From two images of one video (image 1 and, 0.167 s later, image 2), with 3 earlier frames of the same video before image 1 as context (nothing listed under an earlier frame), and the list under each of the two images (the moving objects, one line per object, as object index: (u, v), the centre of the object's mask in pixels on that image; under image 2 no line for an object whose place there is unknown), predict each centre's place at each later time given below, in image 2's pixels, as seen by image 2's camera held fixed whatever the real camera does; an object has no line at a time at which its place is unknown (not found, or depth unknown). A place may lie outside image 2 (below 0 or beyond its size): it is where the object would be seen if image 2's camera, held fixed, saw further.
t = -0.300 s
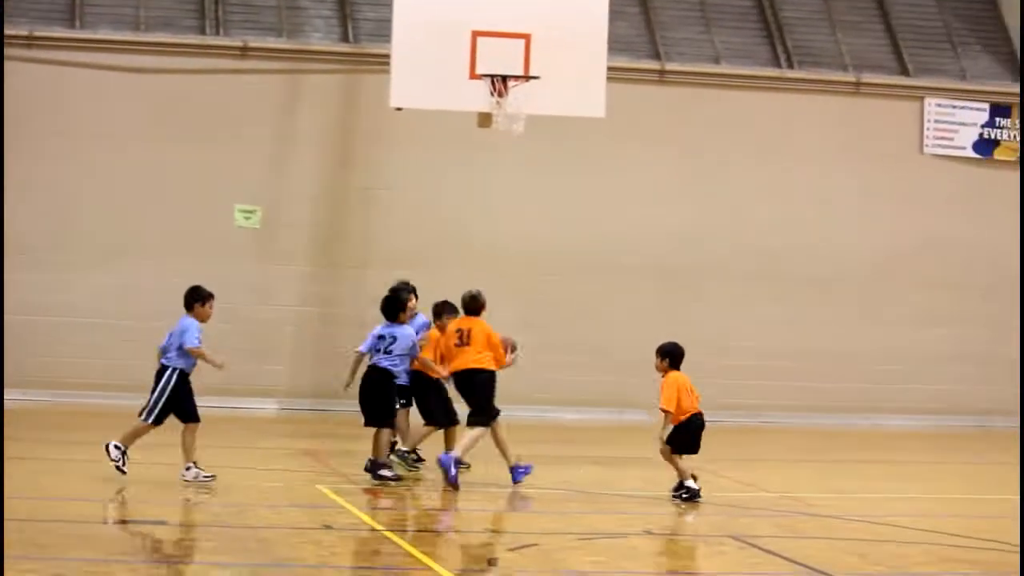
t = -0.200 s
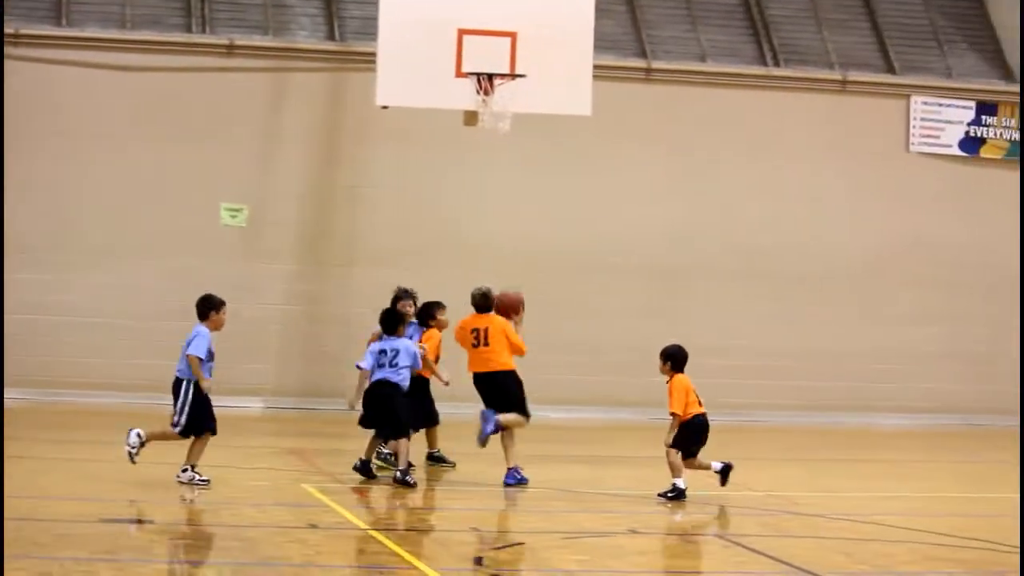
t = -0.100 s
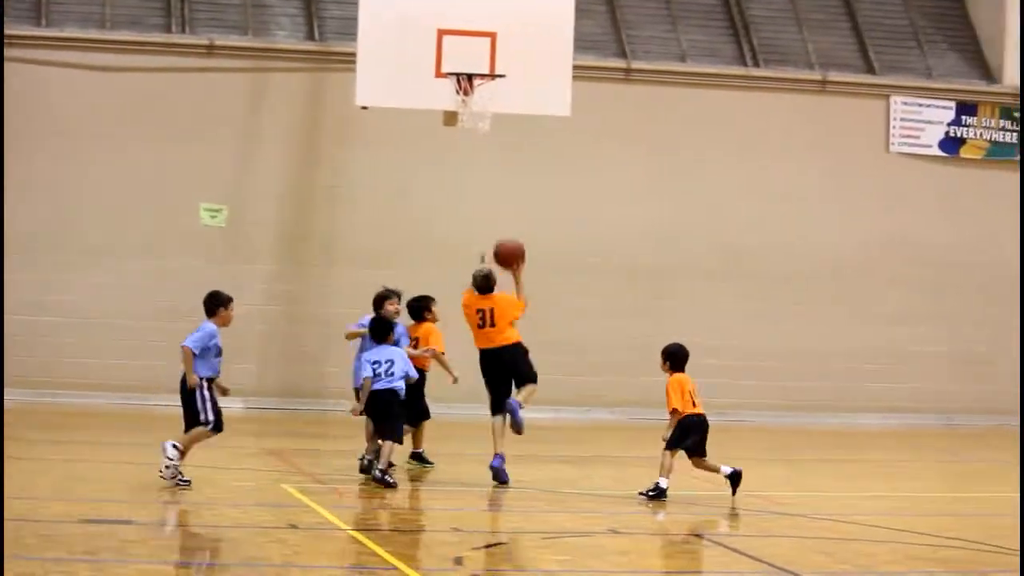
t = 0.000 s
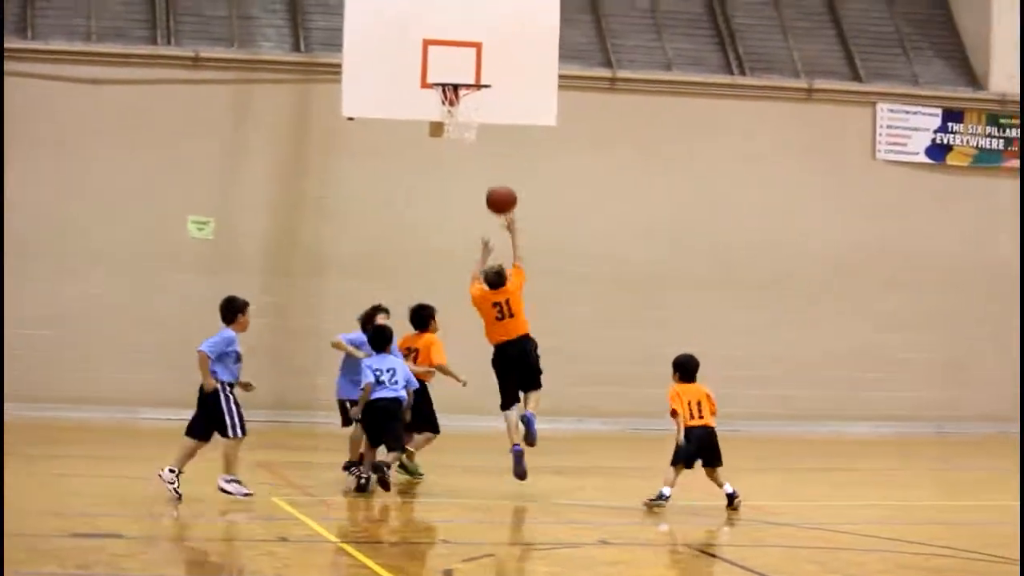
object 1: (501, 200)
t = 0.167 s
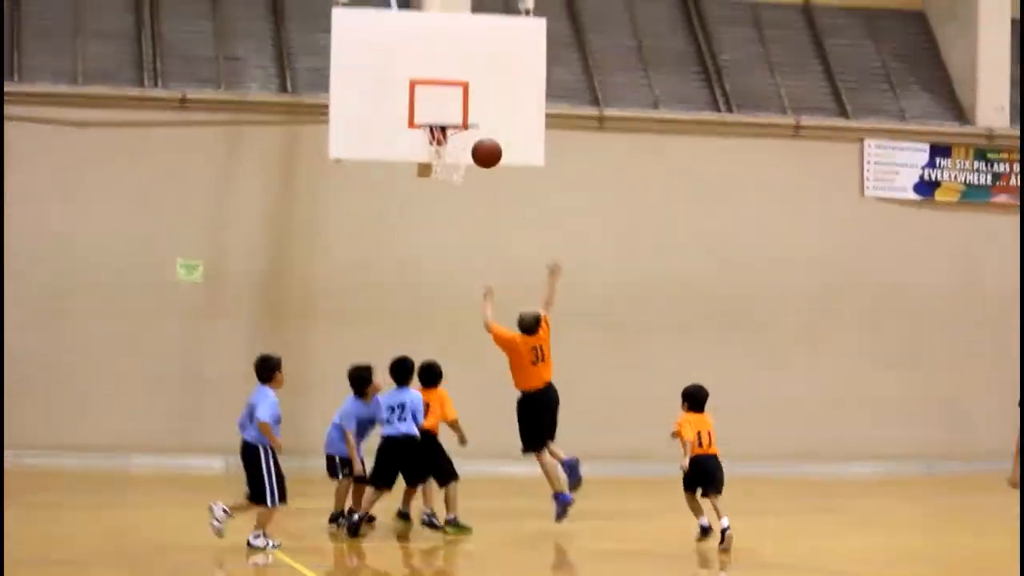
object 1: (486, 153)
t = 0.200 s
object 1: (485, 140)
